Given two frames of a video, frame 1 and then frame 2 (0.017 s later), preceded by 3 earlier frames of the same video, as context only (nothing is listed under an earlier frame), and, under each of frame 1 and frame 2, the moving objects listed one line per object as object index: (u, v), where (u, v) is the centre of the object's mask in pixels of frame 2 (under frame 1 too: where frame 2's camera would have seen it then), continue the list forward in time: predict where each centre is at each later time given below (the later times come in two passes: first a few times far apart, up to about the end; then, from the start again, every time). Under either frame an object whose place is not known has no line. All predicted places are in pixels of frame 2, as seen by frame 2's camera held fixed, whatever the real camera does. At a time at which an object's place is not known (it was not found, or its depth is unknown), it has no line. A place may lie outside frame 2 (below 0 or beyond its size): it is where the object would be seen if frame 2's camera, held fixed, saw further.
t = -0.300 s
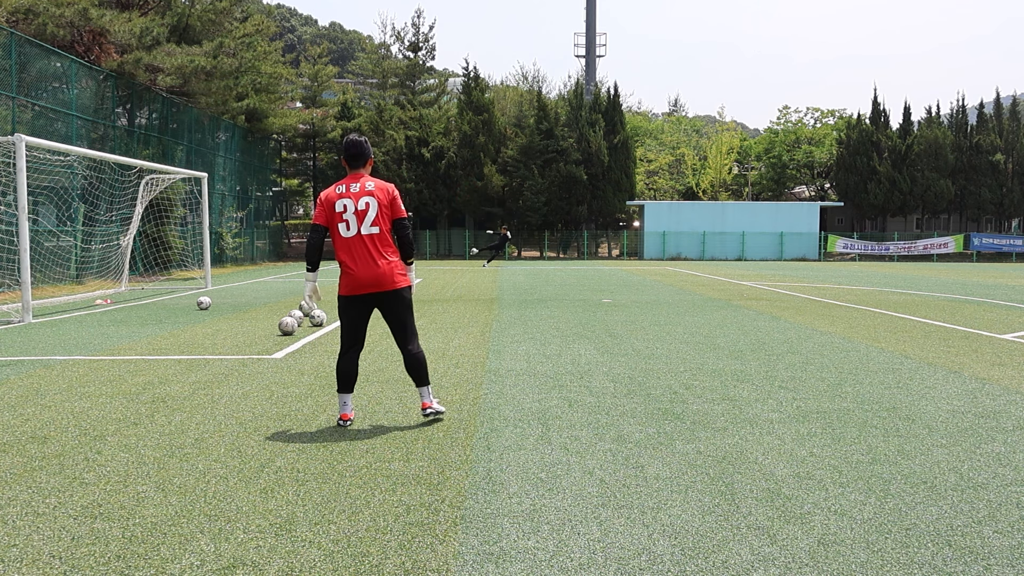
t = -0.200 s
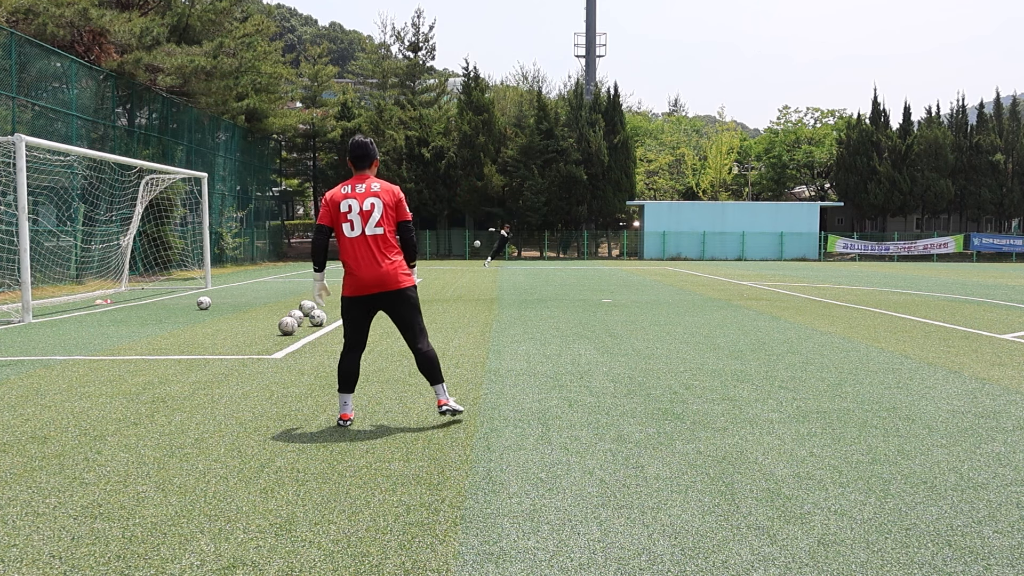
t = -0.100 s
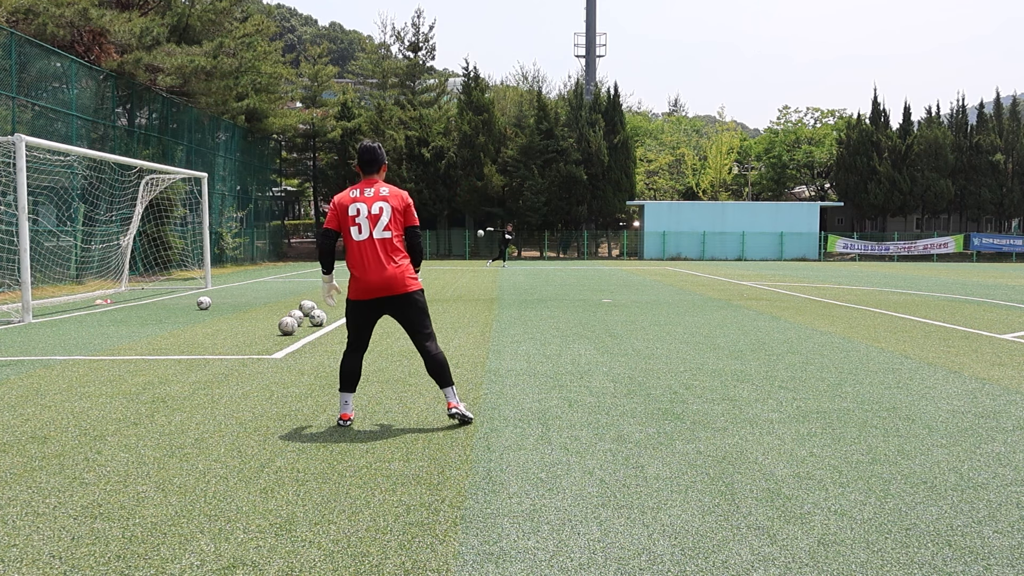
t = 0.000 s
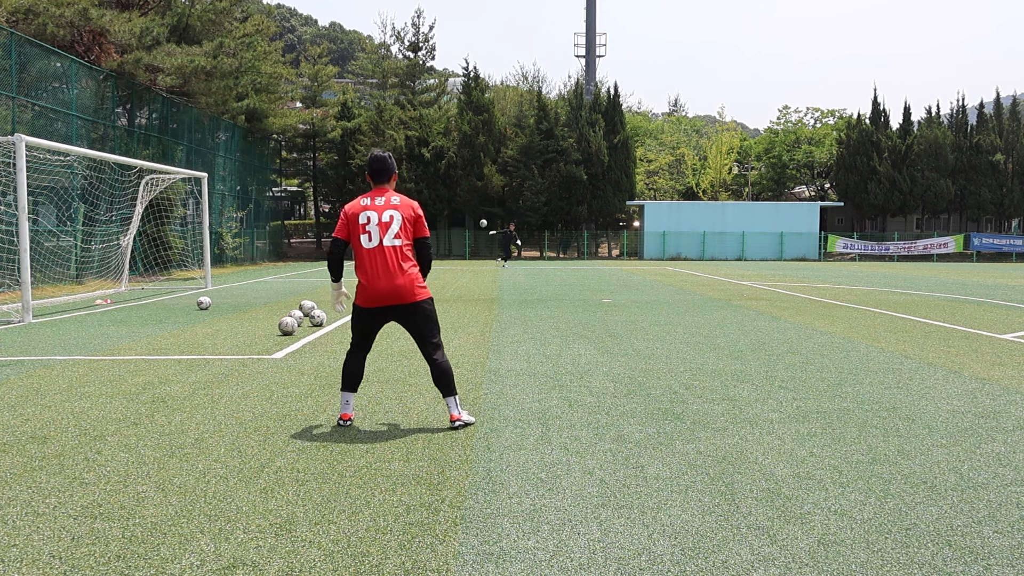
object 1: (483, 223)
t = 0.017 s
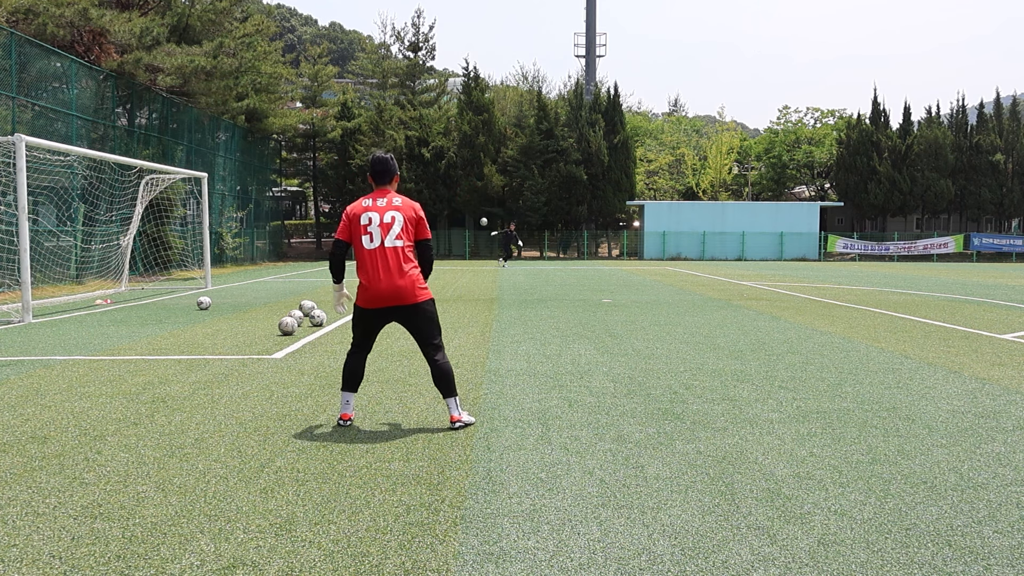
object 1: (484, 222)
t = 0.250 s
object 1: (487, 200)
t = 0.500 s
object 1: (486, 184)
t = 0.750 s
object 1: (477, 185)
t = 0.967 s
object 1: (457, 214)
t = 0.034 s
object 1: (484, 220)
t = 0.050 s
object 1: (484, 218)
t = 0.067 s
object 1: (485, 217)
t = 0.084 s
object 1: (485, 215)
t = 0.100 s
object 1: (485, 214)
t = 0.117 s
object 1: (486, 212)
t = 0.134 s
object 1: (486, 210)
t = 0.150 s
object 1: (486, 209)
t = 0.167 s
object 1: (486, 207)
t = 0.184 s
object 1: (487, 206)
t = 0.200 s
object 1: (487, 205)
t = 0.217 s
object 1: (487, 203)
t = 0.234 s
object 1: (487, 202)
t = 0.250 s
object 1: (487, 200)
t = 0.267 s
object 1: (487, 199)
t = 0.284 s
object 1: (488, 197)
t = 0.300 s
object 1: (488, 196)
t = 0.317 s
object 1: (488, 195)
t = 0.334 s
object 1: (488, 194)
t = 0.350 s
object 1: (488, 193)
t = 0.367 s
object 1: (488, 192)
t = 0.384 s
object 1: (487, 191)
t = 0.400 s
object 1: (487, 190)
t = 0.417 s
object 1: (487, 188)
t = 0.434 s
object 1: (487, 187)
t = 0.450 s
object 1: (487, 187)
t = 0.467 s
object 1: (487, 186)
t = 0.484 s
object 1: (486, 185)
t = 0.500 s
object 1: (486, 184)
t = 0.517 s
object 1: (486, 184)
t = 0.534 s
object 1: (485, 183)
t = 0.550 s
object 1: (485, 183)
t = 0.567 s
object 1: (484, 182)
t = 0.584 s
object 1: (484, 182)
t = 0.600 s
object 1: (484, 182)
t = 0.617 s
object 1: (483, 182)
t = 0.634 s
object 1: (482, 182)
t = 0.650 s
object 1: (482, 182)
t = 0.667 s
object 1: (481, 182)
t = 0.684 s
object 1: (481, 182)
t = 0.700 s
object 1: (480, 183)
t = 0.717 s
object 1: (479, 183)
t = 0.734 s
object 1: (478, 184)
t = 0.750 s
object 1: (477, 185)
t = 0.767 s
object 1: (476, 186)
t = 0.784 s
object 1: (475, 187)
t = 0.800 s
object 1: (474, 188)
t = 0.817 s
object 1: (473, 189)
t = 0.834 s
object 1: (472, 191)
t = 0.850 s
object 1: (470, 193)
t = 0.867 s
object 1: (468, 195)
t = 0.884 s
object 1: (467, 197)
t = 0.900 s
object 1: (465, 200)
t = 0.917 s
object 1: (463, 203)
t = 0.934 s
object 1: (461, 206)
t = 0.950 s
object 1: (459, 210)
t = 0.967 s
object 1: (457, 214)
